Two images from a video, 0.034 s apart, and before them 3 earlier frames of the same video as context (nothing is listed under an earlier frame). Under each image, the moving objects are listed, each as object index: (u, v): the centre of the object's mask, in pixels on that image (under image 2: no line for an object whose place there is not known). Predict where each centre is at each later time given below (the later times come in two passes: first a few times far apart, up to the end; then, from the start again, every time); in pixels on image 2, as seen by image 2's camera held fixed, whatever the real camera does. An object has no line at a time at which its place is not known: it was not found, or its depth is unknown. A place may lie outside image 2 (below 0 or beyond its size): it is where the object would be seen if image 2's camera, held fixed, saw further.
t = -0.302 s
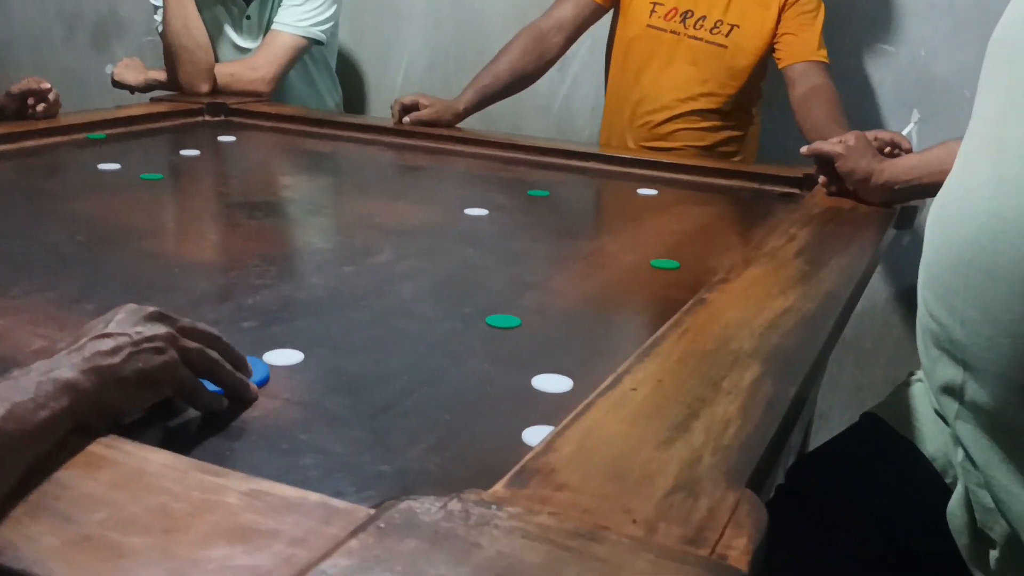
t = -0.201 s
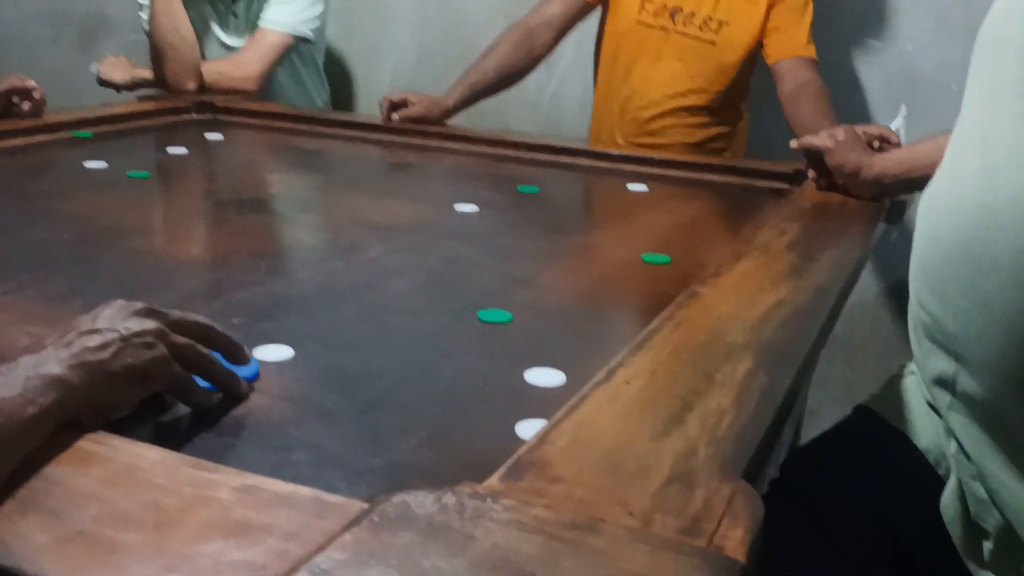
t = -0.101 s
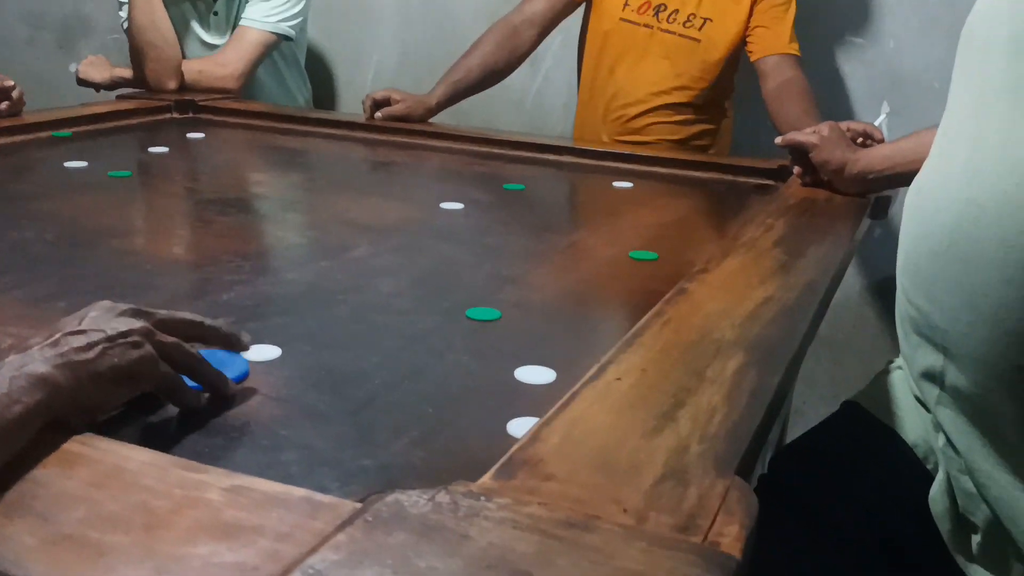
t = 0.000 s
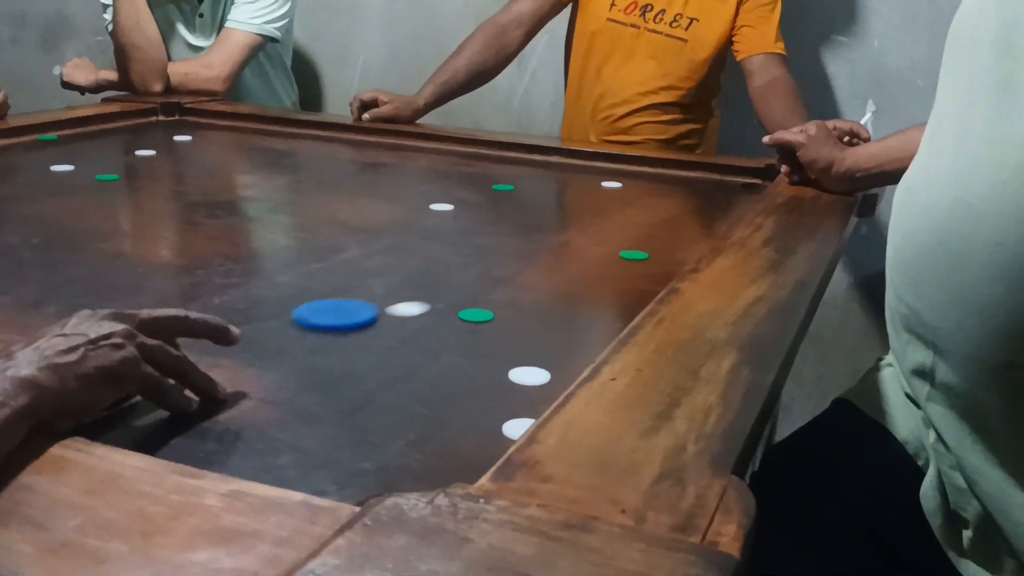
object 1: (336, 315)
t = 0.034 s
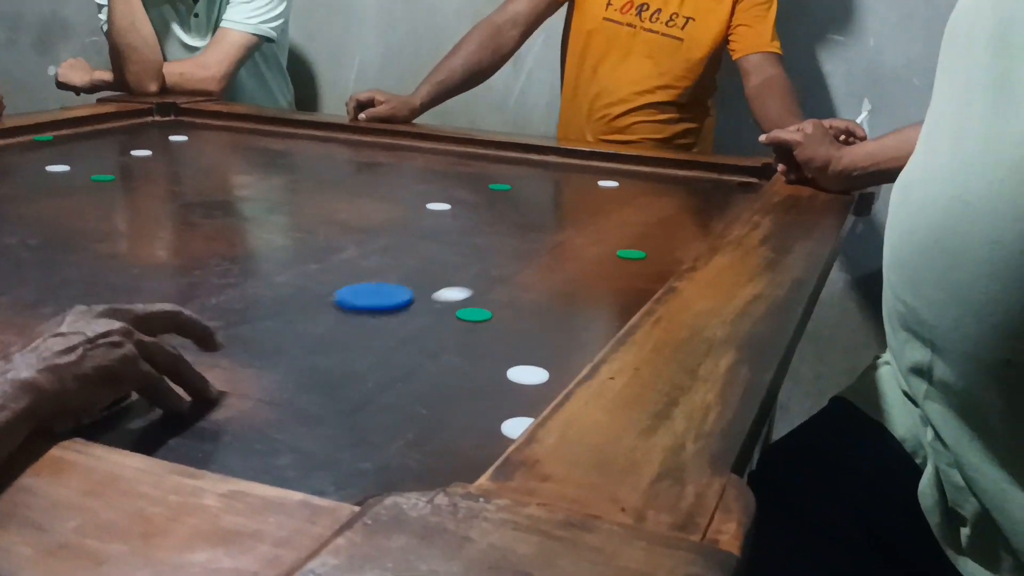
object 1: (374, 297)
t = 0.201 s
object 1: (522, 235)
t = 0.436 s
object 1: (646, 184)
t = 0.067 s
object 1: (410, 283)
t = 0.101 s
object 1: (442, 269)
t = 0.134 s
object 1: (472, 256)
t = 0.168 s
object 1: (499, 245)
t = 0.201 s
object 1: (522, 235)
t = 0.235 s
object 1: (545, 226)
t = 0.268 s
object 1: (565, 217)
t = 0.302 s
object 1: (583, 209)
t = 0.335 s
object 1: (600, 202)
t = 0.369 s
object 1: (616, 195)
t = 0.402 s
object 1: (632, 190)
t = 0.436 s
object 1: (646, 184)
